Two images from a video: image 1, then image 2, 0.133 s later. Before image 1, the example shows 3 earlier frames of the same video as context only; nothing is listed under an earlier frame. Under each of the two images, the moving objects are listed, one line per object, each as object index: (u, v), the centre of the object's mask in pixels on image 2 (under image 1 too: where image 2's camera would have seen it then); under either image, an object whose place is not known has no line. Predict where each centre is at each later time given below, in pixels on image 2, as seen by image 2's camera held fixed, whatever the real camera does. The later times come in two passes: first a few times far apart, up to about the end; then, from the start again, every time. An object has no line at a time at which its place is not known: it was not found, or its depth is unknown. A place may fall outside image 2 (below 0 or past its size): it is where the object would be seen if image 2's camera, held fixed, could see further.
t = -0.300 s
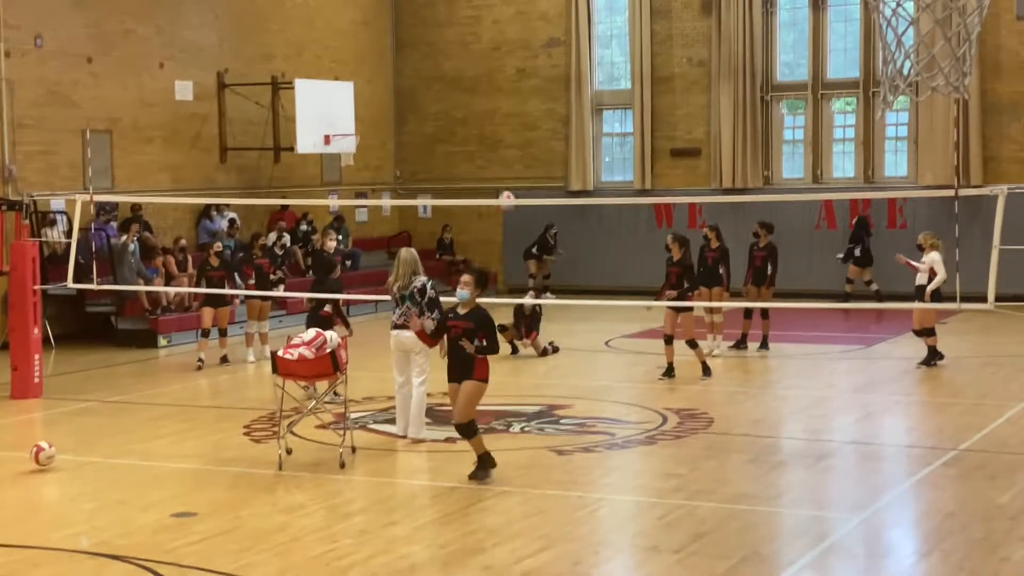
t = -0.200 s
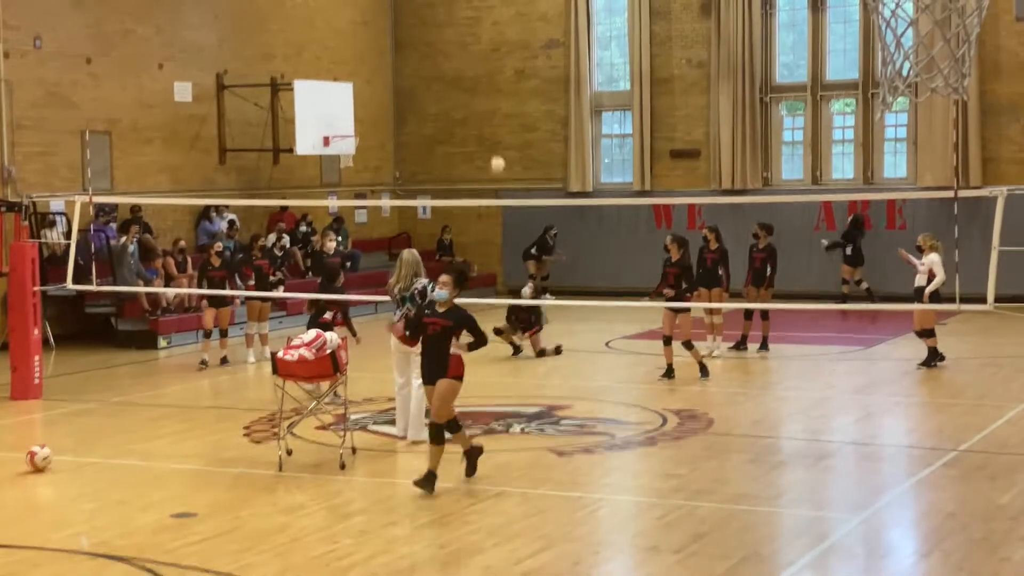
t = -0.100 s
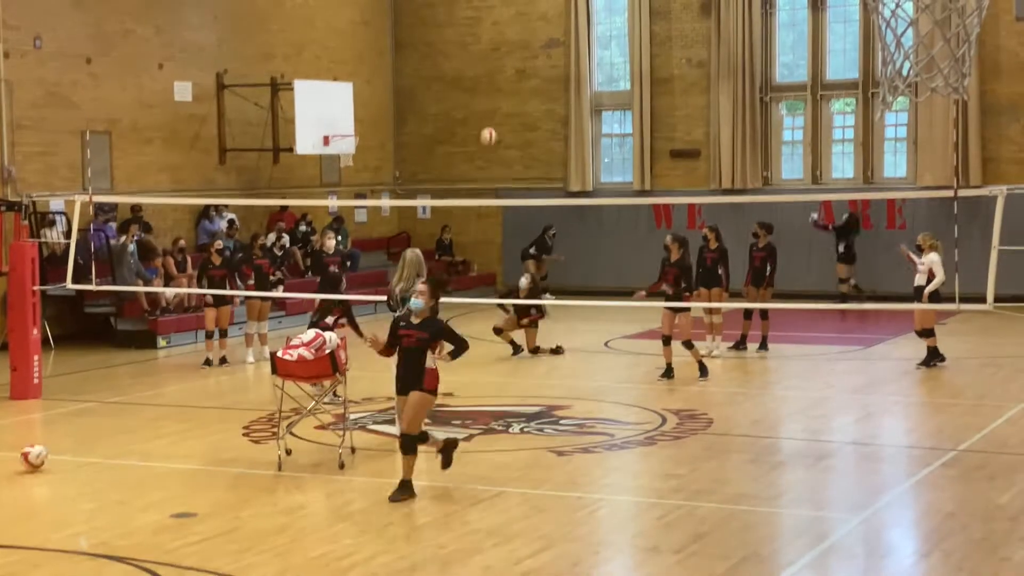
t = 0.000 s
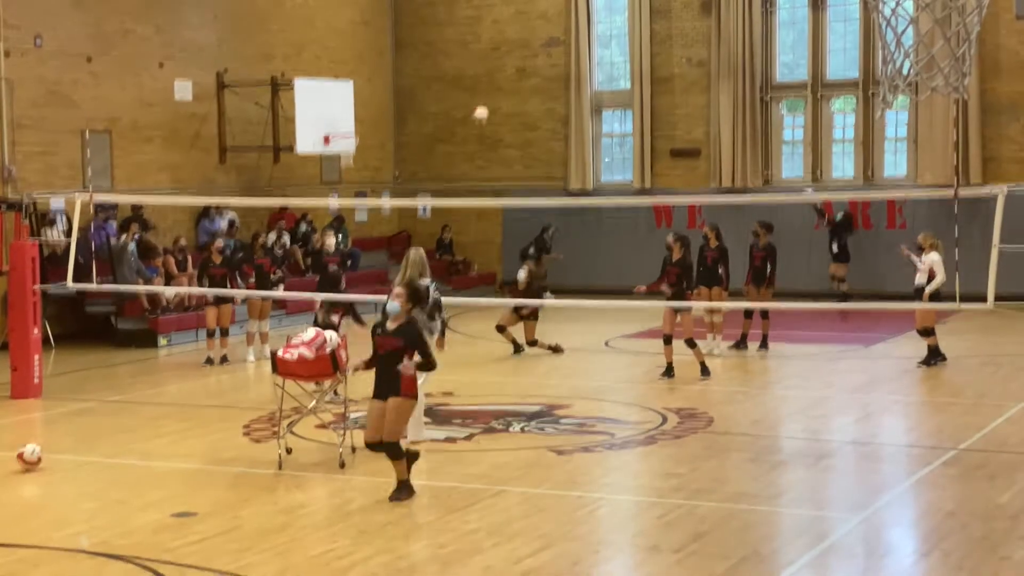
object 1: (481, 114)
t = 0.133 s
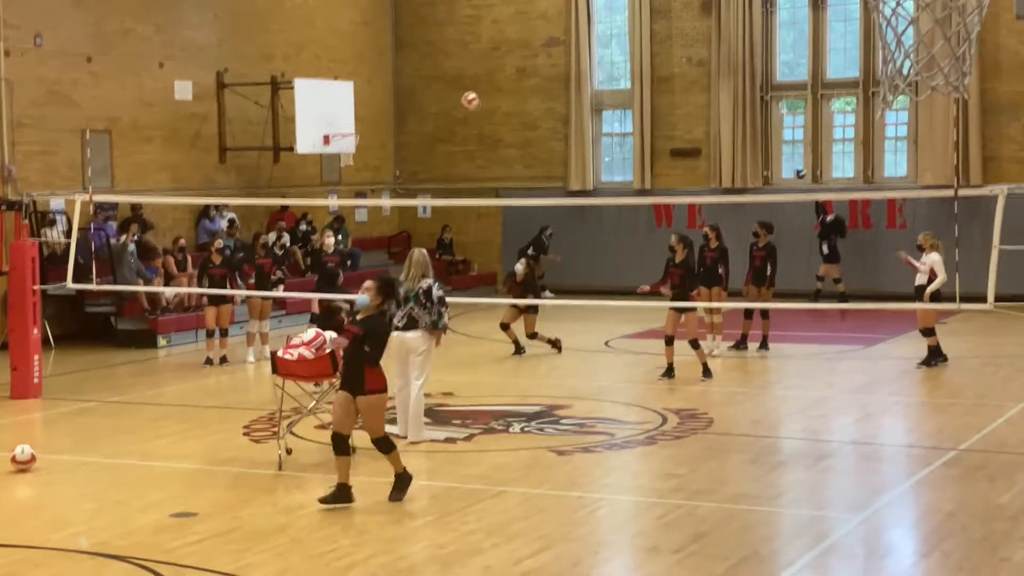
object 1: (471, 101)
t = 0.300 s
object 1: (457, 101)
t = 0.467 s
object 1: (444, 124)
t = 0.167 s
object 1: (468, 99)
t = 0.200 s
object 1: (465, 98)
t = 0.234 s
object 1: (463, 97)
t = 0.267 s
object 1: (460, 100)
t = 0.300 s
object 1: (457, 101)
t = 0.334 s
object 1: (454, 104)
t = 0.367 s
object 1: (452, 106)
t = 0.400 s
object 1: (449, 112)
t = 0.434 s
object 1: (446, 118)
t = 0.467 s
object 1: (444, 124)
